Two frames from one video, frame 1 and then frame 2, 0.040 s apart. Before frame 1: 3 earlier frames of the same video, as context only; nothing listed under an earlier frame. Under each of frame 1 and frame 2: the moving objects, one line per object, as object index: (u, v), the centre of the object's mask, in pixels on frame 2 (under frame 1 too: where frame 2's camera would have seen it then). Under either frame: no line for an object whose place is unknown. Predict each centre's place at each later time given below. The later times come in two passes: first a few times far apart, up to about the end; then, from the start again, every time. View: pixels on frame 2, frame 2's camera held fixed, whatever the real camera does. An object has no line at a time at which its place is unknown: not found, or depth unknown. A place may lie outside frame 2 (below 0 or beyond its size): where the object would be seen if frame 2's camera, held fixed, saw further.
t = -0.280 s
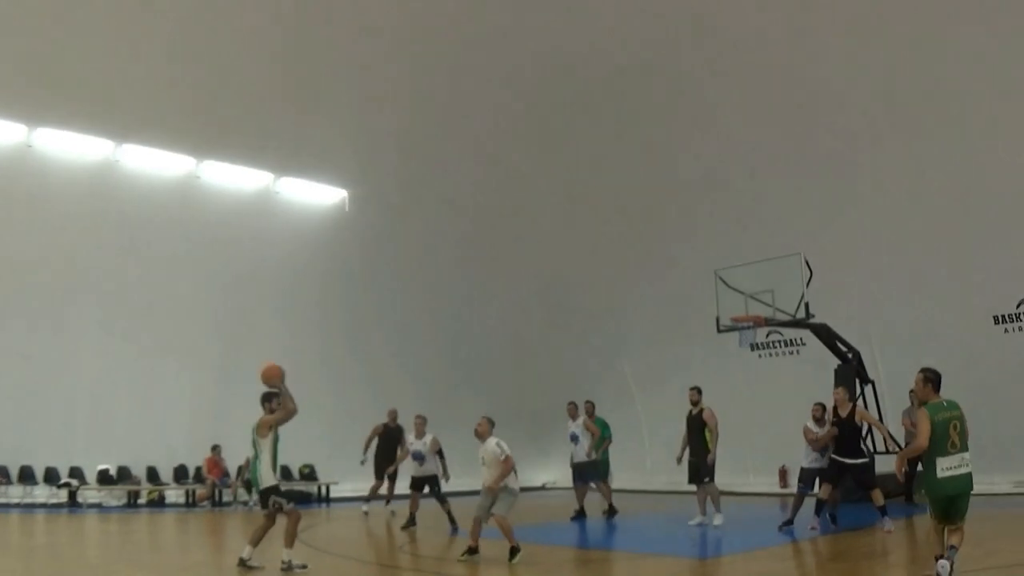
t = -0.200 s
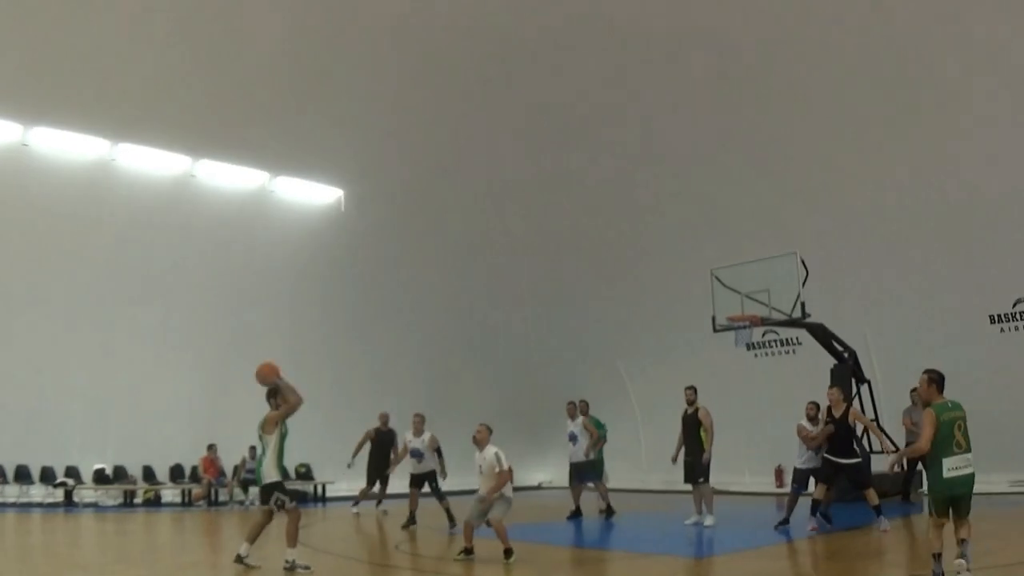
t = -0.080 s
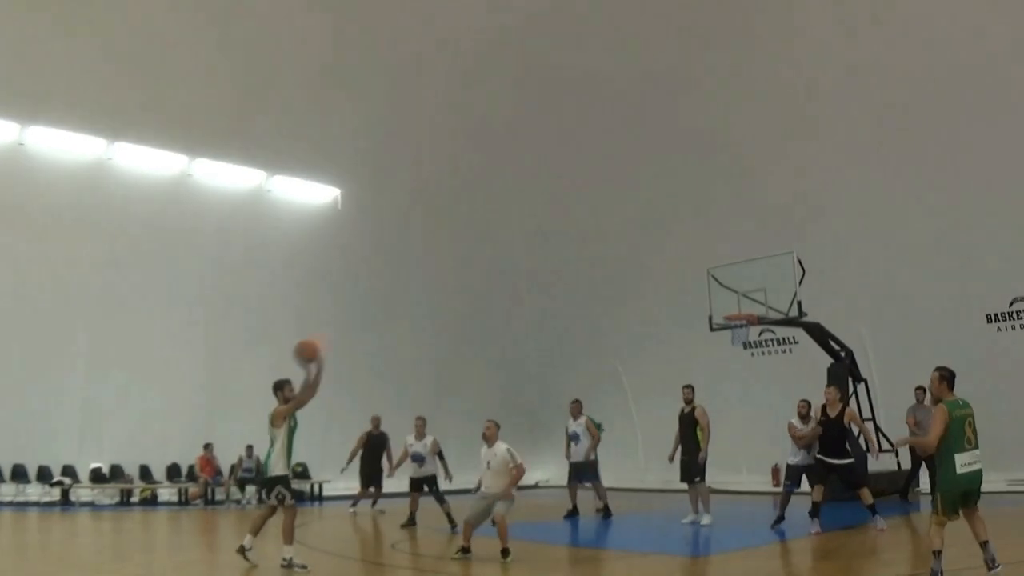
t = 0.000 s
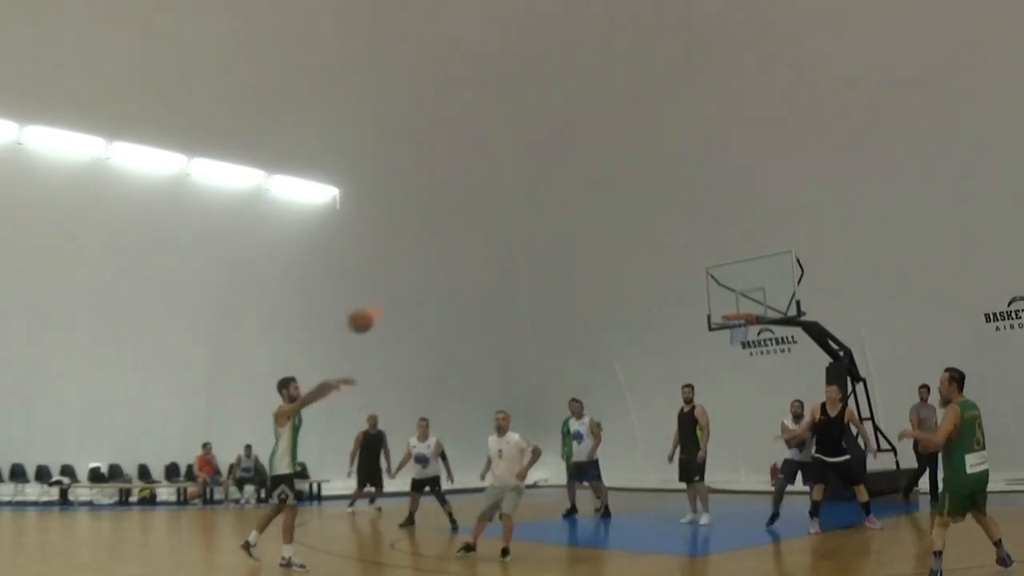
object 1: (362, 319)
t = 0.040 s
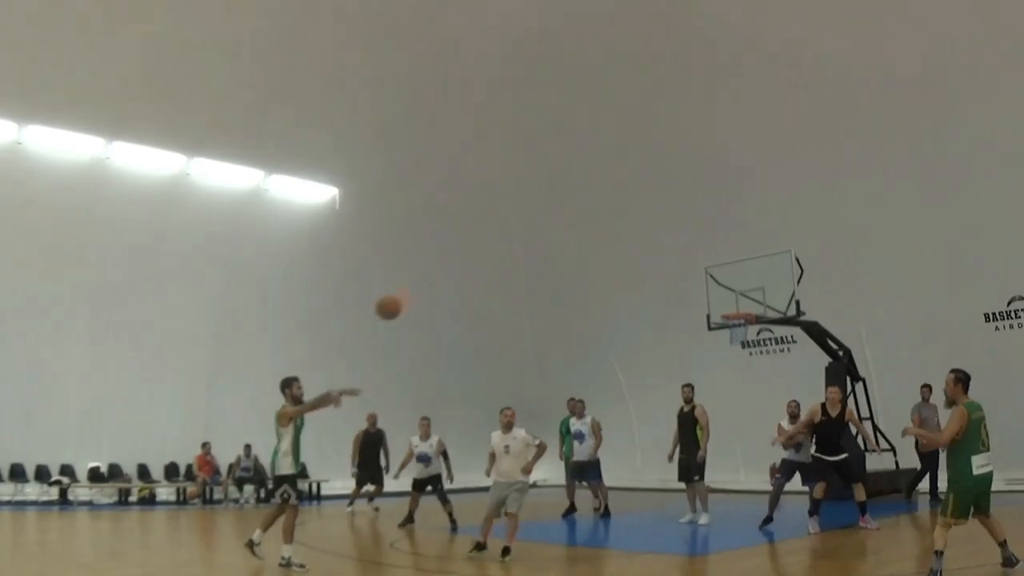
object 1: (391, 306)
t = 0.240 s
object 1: (541, 263)
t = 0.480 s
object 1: (736, 261)
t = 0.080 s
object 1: (421, 294)
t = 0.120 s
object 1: (450, 284)
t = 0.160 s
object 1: (479, 276)
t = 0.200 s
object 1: (510, 269)
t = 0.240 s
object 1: (541, 263)
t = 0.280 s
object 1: (573, 258)
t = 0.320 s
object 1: (605, 255)
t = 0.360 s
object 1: (638, 254)
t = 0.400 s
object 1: (673, 255)
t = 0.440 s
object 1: (703, 257)
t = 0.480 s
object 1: (736, 261)
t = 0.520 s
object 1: (769, 268)
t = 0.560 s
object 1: (805, 275)
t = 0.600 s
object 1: (840, 285)
